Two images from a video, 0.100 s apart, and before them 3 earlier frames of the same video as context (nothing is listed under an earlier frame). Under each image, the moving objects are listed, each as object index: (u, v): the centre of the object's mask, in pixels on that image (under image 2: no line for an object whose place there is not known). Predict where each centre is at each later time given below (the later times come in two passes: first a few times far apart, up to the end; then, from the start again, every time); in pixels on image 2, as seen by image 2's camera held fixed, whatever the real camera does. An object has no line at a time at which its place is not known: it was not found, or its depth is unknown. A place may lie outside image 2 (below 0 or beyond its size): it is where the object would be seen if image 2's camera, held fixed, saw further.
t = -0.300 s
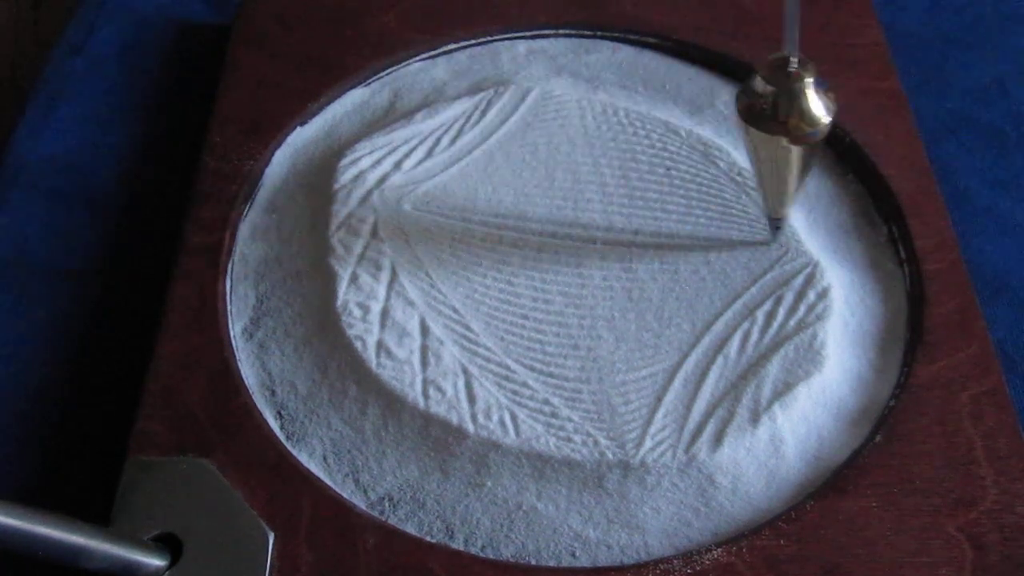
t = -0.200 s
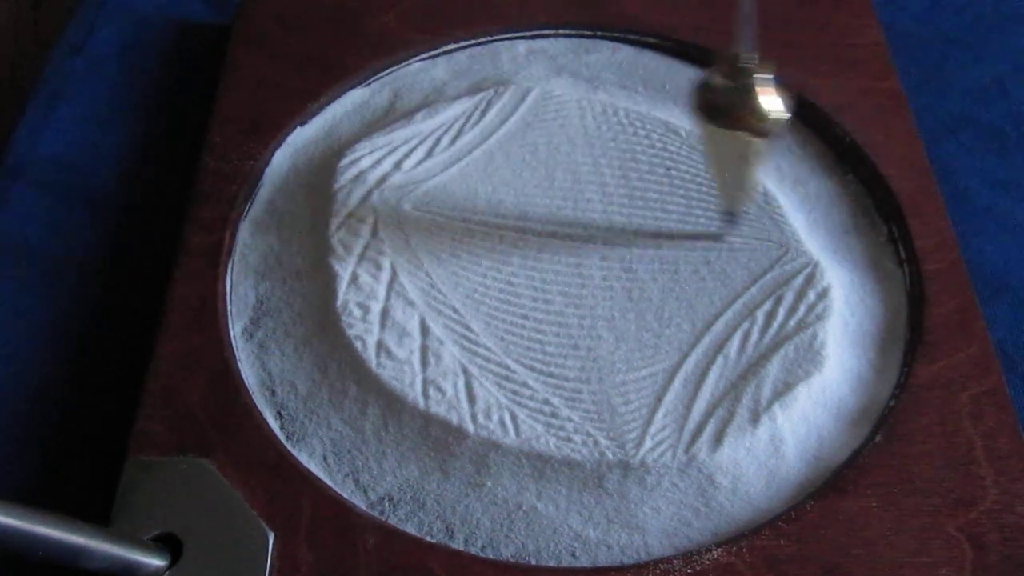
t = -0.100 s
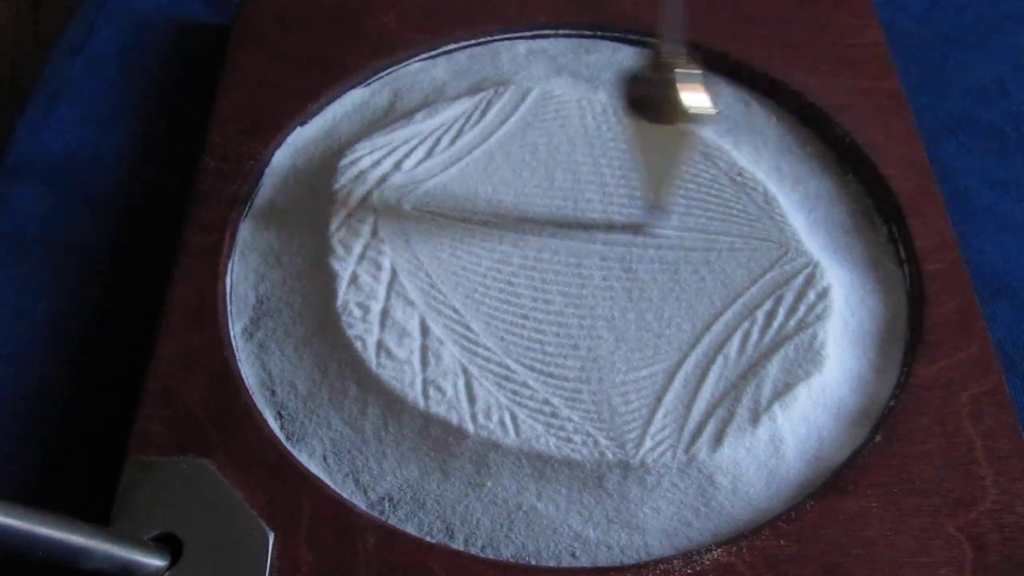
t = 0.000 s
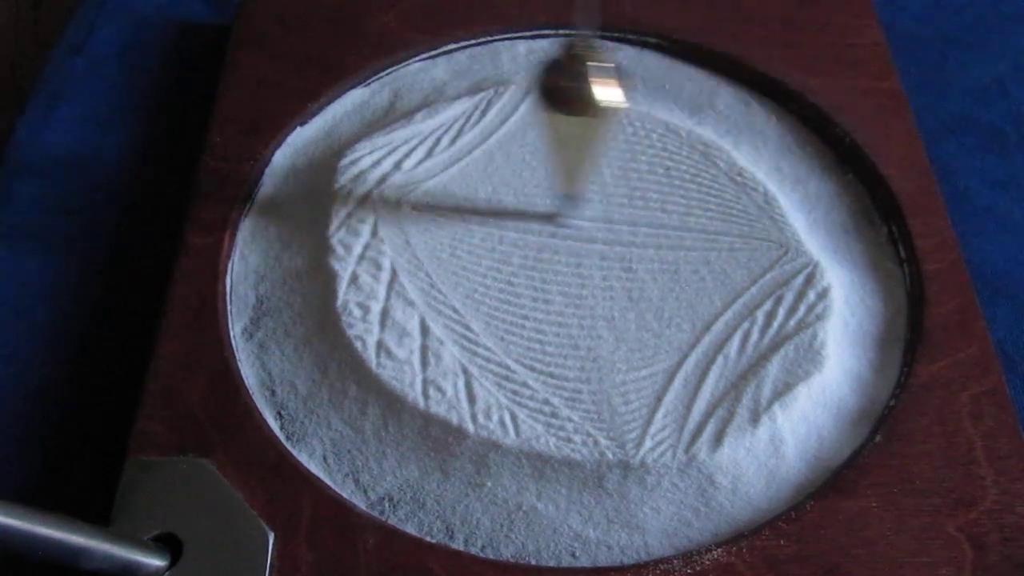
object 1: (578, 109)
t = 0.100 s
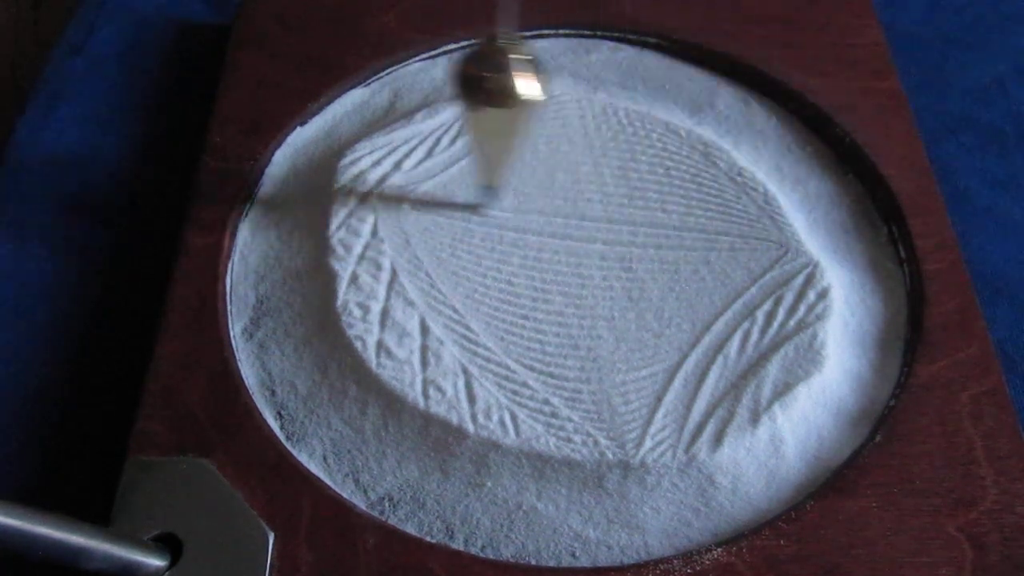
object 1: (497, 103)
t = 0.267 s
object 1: (423, 100)
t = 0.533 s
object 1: (525, 132)
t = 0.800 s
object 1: (741, 142)
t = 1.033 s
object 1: (771, 125)
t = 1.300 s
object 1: (583, 104)
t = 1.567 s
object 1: (428, 98)
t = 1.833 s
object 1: (520, 137)
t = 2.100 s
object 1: (734, 149)
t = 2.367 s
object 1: (756, 118)
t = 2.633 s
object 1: (561, 98)
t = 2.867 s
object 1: (433, 98)
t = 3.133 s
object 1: (518, 144)
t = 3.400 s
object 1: (728, 154)
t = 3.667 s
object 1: (753, 114)
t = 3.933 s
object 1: (567, 90)
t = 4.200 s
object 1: (434, 101)
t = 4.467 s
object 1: (542, 156)
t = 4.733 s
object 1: (741, 153)
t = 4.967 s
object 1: (750, 111)
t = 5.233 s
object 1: (572, 82)
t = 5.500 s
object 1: (440, 102)
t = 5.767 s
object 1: (540, 163)
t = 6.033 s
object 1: (732, 159)
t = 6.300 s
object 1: (732, 103)
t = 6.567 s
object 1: (553, 75)
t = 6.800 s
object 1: (446, 102)
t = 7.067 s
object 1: (539, 167)
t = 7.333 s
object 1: (727, 162)
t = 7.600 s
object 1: (728, 99)
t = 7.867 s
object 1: (557, 73)
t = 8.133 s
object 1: (451, 111)
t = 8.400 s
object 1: (562, 179)
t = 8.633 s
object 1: (719, 167)
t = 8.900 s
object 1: (724, 95)
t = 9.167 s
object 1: (562, 65)
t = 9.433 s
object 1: (458, 112)
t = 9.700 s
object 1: (561, 184)
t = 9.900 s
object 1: (695, 179)
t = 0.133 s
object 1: (475, 100)
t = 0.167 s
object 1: (455, 100)
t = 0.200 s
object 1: (440, 98)
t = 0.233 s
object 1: (429, 98)
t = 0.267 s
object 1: (423, 100)
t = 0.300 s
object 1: (421, 101)
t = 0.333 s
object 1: (423, 103)
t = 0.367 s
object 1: (429, 106)
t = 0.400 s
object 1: (441, 110)
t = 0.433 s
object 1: (457, 115)
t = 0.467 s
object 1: (476, 120)
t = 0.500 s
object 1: (500, 125)
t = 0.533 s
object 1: (525, 132)
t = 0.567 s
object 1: (553, 135)
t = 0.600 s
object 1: (580, 138)
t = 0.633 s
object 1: (610, 141)
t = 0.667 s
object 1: (640, 144)
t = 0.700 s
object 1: (668, 144)
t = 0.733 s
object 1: (696, 144)
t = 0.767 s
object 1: (719, 143)
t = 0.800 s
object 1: (741, 142)
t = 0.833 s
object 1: (759, 140)
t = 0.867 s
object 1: (772, 138)
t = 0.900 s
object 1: (781, 136)
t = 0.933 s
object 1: (785, 135)
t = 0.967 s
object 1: (785, 132)
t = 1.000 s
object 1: (780, 127)
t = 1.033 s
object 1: (771, 125)
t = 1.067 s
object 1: (757, 124)
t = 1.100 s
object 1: (738, 119)
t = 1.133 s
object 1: (718, 115)
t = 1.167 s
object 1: (693, 116)
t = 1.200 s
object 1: (668, 113)
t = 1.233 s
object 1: (640, 110)
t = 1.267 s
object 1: (612, 106)
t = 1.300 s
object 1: (583, 104)
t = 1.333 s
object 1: (556, 101)
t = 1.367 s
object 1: (529, 101)
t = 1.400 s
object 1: (504, 101)
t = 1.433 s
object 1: (482, 98)
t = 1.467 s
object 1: (462, 95)
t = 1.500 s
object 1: (446, 95)
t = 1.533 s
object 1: (435, 96)
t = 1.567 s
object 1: (428, 98)
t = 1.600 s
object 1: (425, 102)
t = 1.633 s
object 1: (426, 105)
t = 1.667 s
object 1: (431, 110)
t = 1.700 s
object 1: (441, 116)
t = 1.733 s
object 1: (456, 119)
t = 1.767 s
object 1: (473, 125)
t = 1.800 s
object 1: (496, 132)
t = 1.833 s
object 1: (520, 137)
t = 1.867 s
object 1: (548, 144)
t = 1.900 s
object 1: (575, 148)
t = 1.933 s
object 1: (605, 150)
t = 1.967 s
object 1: (633, 152)
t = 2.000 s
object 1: (661, 152)
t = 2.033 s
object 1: (689, 149)
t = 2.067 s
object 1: (713, 150)
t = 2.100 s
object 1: (734, 149)
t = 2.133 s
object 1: (754, 144)
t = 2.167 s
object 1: (767, 142)
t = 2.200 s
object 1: (776, 138)
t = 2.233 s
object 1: (781, 135)
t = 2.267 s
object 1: (781, 131)
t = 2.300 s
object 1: (777, 126)
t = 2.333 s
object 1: (768, 122)
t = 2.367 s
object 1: (756, 118)
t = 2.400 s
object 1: (739, 113)
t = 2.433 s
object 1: (719, 109)
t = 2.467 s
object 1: (695, 106)
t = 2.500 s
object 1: (669, 105)
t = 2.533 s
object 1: (643, 104)
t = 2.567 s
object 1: (616, 104)
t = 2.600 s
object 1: (589, 97)
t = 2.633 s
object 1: (561, 98)
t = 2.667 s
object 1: (535, 96)
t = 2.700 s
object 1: (511, 95)
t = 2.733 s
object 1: (489, 94)
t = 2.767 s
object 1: (469, 92)
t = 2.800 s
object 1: (454, 92)
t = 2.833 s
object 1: (441, 95)
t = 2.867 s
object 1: (433, 98)
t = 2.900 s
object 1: (429, 102)
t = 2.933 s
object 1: (429, 106)
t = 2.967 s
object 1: (434, 111)
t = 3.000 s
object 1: (443, 118)
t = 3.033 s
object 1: (456, 122)
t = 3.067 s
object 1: (473, 130)
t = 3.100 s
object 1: (495, 138)
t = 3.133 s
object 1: (518, 144)
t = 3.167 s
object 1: (544, 150)
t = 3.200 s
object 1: (572, 153)
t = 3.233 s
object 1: (600, 157)
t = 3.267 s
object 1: (629, 161)
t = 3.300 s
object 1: (657, 159)
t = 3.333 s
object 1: (683, 159)
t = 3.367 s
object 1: (707, 158)
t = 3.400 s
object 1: (728, 154)
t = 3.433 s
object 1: (747, 150)
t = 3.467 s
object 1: (761, 145)
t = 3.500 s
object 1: (770, 141)
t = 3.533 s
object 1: (775, 137)
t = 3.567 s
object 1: (776, 131)
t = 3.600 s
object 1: (773, 125)
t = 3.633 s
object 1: (765, 119)
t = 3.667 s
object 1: (753, 114)
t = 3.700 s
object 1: (737, 110)
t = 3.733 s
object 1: (718, 103)
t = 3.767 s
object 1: (697, 100)
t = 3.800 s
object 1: (673, 98)
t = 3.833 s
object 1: (647, 96)
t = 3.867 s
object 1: (619, 96)
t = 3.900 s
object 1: (593, 93)
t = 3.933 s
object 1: (567, 90)
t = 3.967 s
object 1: (541, 91)
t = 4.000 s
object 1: (518, 90)
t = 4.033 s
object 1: (495, 90)
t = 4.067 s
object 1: (475, 88)
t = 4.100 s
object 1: (460, 89)
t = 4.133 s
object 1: (447, 94)
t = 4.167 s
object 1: (439, 98)
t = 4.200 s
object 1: (434, 101)
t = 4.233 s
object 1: (433, 108)
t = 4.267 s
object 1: (438, 114)
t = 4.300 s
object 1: (445, 121)
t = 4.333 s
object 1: (458, 127)
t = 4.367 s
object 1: (473, 134)
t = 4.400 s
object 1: (493, 143)
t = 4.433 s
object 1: (516, 149)
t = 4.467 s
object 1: (542, 156)
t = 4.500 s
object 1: (568, 160)
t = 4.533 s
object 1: (596, 165)
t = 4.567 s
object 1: (624, 167)
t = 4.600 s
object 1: (651, 166)
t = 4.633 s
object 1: (676, 164)
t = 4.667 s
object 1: (701, 161)
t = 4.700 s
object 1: (722, 158)
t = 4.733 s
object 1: (741, 153)
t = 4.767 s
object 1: (755, 149)
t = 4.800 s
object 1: (764, 143)
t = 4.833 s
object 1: (770, 138)
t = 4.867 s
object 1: (771, 131)
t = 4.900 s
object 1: (768, 124)
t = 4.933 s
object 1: (761, 117)
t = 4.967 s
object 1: (750, 111)
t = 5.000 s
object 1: (735, 107)
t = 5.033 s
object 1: (717, 99)
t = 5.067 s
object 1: (697, 95)
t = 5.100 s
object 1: (674, 90)
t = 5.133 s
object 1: (648, 87)
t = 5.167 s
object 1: (622, 85)
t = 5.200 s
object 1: (597, 83)
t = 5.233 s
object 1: (572, 82)
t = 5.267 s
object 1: (547, 86)
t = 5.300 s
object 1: (523, 86)
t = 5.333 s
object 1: (501, 85)
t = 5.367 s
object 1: (483, 88)
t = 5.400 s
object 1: (466, 88)
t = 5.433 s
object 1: (454, 90)
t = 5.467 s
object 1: (445, 96)
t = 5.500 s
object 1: (440, 102)
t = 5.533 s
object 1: (438, 109)
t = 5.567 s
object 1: (441, 116)
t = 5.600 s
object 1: (449, 123)
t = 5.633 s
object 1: (460, 131)
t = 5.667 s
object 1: (474, 140)
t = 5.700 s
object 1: (493, 148)
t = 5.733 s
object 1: (516, 156)
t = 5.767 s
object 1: (540, 163)
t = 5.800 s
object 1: (565, 168)
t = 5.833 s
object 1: (592, 171)
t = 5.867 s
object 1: (620, 173)
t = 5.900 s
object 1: (645, 174)
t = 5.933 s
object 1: (671, 171)
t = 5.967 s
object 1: (696, 165)
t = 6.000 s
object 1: (716, 163)
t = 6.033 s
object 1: (732, 159)
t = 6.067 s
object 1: (748, 153)
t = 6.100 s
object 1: (758, 145)
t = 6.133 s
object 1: (763, 140)
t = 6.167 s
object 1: (764, 132)
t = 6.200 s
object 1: (762, 124)
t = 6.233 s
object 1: (756, 115)
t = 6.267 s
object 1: (746, 108)
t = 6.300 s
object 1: (732, 103)
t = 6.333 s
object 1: (715, 97)
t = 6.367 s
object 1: (695, 91)
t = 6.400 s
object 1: (674, 86)
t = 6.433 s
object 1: (650, 85)
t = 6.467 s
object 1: (625, 83)
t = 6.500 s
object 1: (601, 79)
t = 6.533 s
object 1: (577, 76)
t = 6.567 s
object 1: (553, 75)
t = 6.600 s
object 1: (529, 79)
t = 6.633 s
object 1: (508, 80)
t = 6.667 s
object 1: (490, 81)
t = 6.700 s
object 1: (474, 84)
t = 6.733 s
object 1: (461, 88)
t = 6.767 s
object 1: (452, 95)
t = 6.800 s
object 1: (446, 102)
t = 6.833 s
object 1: (444, 110)
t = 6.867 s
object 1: (447, 118)
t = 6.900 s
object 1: (453, 126)
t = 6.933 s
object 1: (463, 133)
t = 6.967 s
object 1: (477, 144)
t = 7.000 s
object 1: (495, 153)
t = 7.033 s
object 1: (516, 160)
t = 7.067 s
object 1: (539, 167)
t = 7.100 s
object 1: (563, 174)
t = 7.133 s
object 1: (589, 177)
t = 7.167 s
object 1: (615, 180)
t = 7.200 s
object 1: (640, 180)
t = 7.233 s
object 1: (665, 178)
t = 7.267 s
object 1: (689, 173)
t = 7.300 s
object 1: (709, 167)
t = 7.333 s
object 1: (727, 162)
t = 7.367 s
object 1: (740, 156)
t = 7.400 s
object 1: (751, 149)
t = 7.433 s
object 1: (756, 140)
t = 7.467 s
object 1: (758, 133)
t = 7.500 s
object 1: (756, 124)
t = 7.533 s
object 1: (750, 115)
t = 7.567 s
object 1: (741, 106)
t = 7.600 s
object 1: (728, 99)
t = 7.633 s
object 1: (712, 92)
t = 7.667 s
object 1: (693, 85)
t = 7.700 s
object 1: (673, 83)
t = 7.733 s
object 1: (650, 79)
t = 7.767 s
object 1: (628, 77)
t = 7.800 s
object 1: (603, 70)
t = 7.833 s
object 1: (580, 74)
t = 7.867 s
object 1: (557, 73)
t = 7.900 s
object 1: (535, 71)
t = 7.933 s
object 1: (515, 71)
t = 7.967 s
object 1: (497, 75)
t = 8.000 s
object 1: (481, 79)
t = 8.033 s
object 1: (468, 87)
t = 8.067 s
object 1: (459, 94)
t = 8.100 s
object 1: (453, 103)
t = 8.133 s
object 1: (451, 111)
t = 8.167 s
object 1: (452, 119)
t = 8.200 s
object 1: (458, 128)
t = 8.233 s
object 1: (467, 138)
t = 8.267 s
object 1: (480, 148)
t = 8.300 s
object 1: (497, 157)
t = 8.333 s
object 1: (516, 165)
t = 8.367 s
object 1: (539, 174)
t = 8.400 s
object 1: (562, 179)
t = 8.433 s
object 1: (587, 182)
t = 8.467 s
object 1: (612, 185)
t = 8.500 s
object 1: (636, 186)
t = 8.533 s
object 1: (661, 185)
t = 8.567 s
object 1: (684, 181)
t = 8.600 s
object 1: (703, 173)
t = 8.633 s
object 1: (719, 167)
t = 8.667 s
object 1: (733, 159)
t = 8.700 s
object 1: (744, 151)
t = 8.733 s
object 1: (750, 143)
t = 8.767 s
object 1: (752, 134)
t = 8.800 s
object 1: (750, 124)
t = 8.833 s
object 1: (745, 114)
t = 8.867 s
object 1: (736, 104)
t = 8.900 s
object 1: (724, 95)
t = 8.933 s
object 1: (709, 87)
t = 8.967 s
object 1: (692, 77)
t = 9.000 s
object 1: (672, 73)
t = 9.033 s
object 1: (651, 70)
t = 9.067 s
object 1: (629, 70)
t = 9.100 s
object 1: (605, 65)
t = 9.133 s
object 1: (584, 65)
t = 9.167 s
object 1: (562, 65)
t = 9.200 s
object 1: (540, 67)
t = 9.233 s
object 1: (521, 70)
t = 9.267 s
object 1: (503, 72)
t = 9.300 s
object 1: (490, 76)
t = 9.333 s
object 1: (476, 86)
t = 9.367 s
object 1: (466, 93)
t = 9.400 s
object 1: (460, 102)
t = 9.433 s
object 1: (458, 112)
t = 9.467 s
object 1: (459, 120)
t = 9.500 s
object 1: (464, 130)
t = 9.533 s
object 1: (472, 142)
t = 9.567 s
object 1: (485, 152)
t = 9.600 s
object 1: (500, 162)
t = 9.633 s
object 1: (518, 170)
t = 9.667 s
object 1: (539, 180)
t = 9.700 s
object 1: (561, 184)
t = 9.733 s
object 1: (586, 189)
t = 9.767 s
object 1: (610, 192)
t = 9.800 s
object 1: (634, 192)
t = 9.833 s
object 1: (656, 190)
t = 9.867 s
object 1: (677, 187)
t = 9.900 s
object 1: (695, 179)
